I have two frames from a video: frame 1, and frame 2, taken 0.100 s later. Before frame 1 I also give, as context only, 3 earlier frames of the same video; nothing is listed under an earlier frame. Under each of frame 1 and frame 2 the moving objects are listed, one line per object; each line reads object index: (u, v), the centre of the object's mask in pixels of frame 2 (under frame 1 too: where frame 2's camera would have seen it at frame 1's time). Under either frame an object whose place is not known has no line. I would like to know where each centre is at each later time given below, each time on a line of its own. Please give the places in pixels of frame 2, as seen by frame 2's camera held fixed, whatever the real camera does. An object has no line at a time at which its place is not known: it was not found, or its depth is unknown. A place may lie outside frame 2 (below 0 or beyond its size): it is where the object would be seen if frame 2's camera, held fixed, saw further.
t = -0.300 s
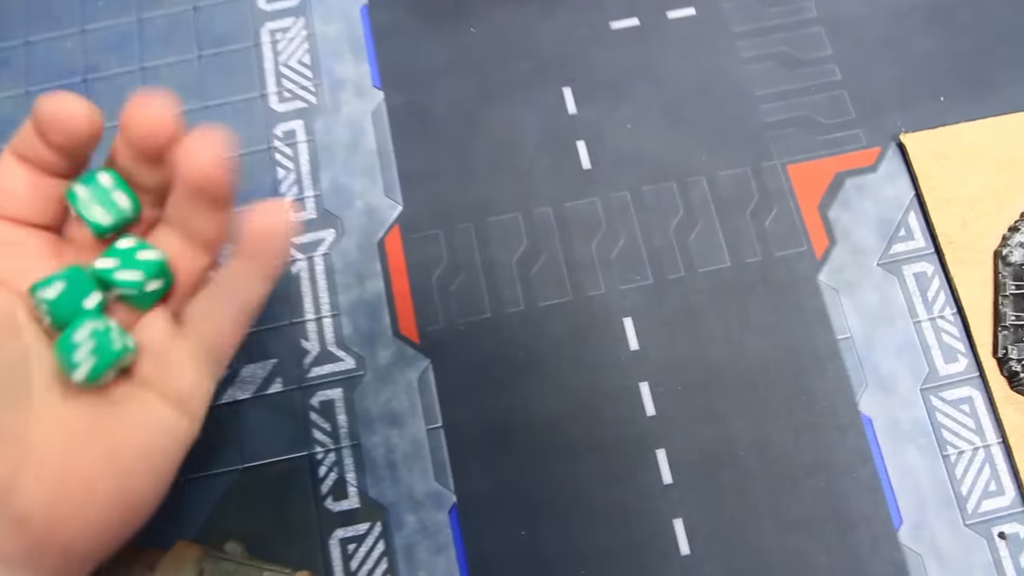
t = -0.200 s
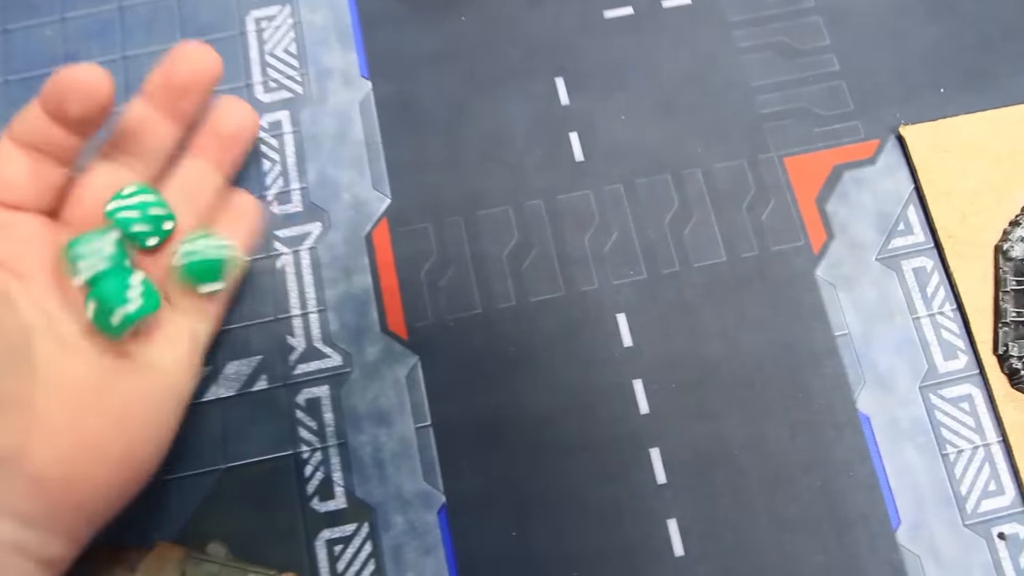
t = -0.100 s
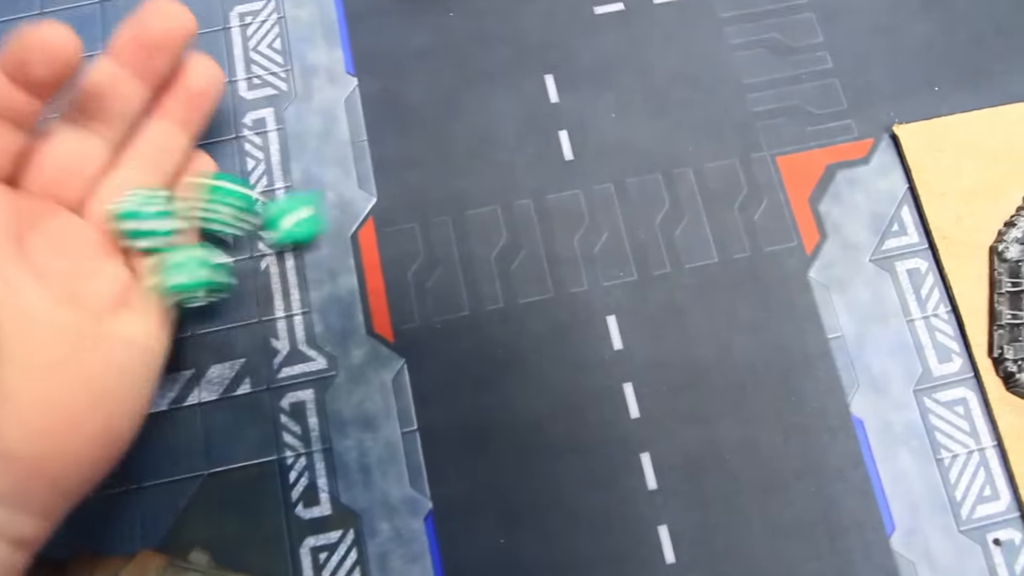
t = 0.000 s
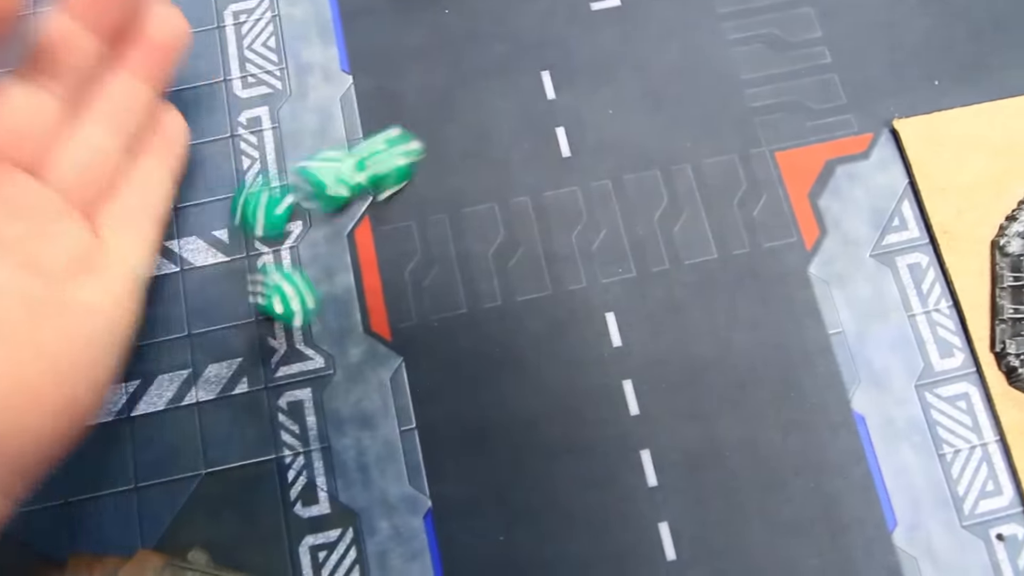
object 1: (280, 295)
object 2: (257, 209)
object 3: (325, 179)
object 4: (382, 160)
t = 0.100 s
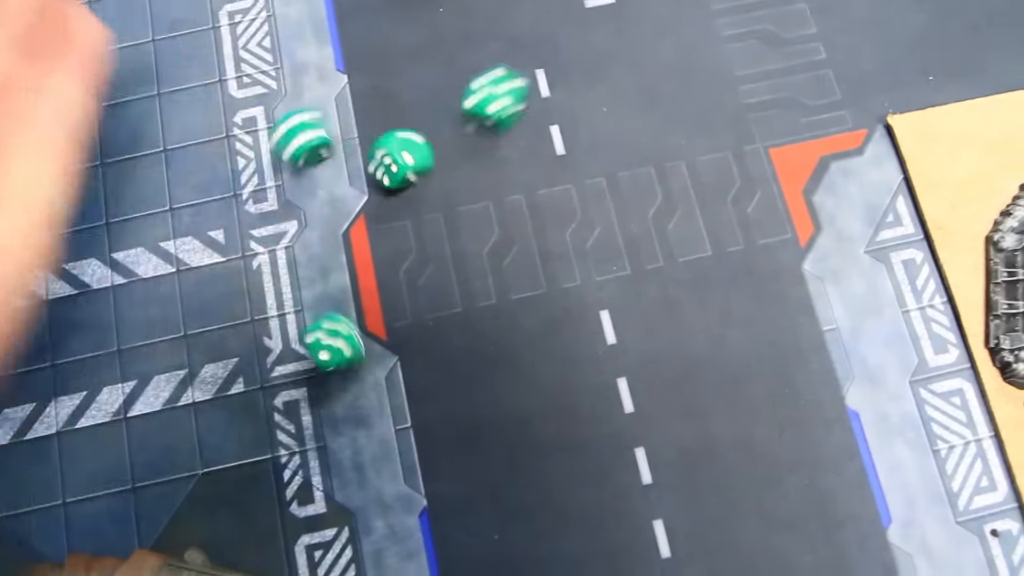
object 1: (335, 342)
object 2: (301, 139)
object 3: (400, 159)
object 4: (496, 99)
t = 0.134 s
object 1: (345, 346)
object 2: (318, 120)
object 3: (414, 159)
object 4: (525, 81)
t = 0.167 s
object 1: (353, 343)
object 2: (326, 102)
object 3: (426, 155)
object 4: (547, 67)
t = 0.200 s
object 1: (359, 341)
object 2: (333, 91)
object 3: (431, 150)
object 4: (562, 59)
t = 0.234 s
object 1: (362, 334)
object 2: (338, 84)
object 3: (433, 143)
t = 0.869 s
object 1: (357, 333)
